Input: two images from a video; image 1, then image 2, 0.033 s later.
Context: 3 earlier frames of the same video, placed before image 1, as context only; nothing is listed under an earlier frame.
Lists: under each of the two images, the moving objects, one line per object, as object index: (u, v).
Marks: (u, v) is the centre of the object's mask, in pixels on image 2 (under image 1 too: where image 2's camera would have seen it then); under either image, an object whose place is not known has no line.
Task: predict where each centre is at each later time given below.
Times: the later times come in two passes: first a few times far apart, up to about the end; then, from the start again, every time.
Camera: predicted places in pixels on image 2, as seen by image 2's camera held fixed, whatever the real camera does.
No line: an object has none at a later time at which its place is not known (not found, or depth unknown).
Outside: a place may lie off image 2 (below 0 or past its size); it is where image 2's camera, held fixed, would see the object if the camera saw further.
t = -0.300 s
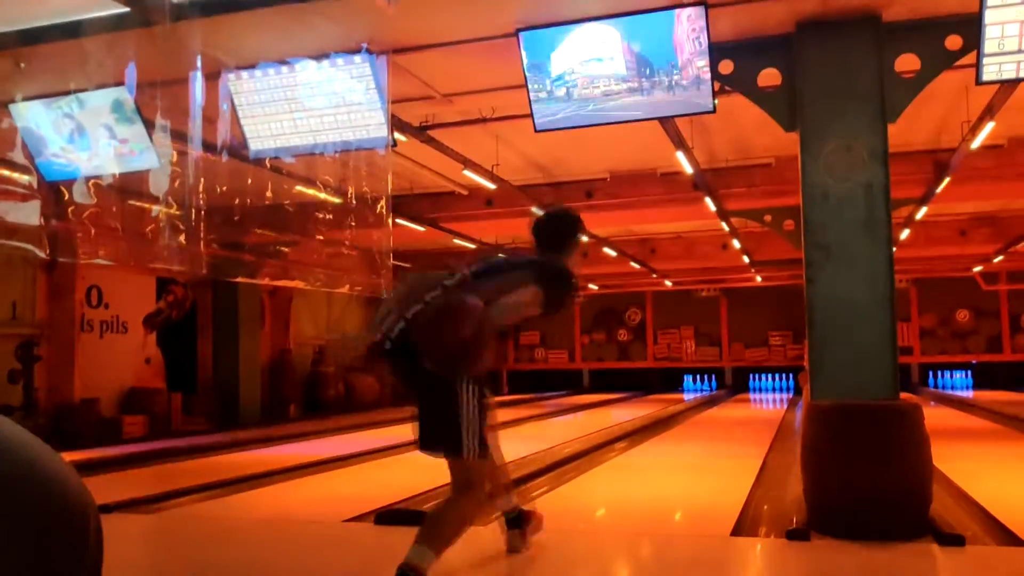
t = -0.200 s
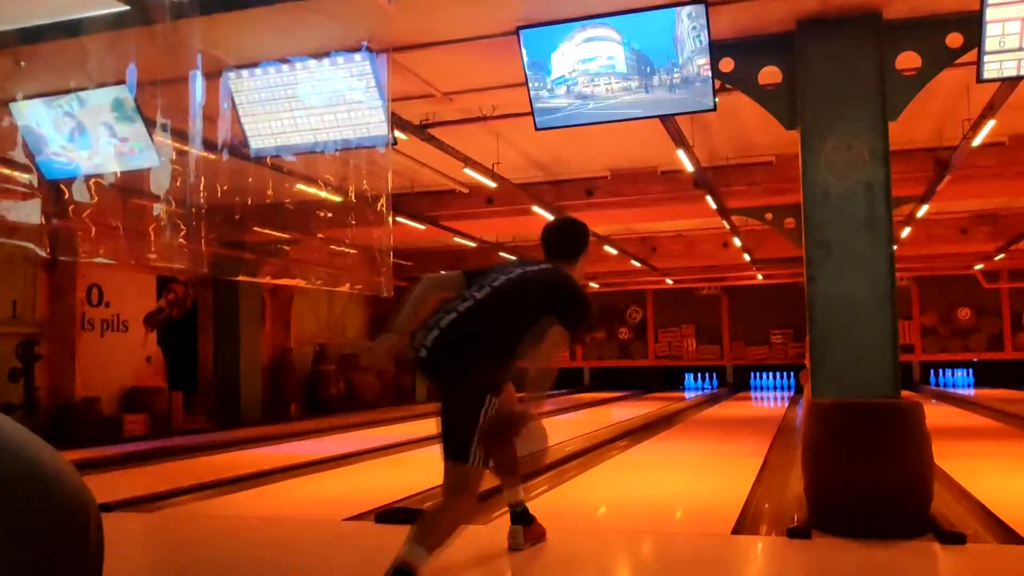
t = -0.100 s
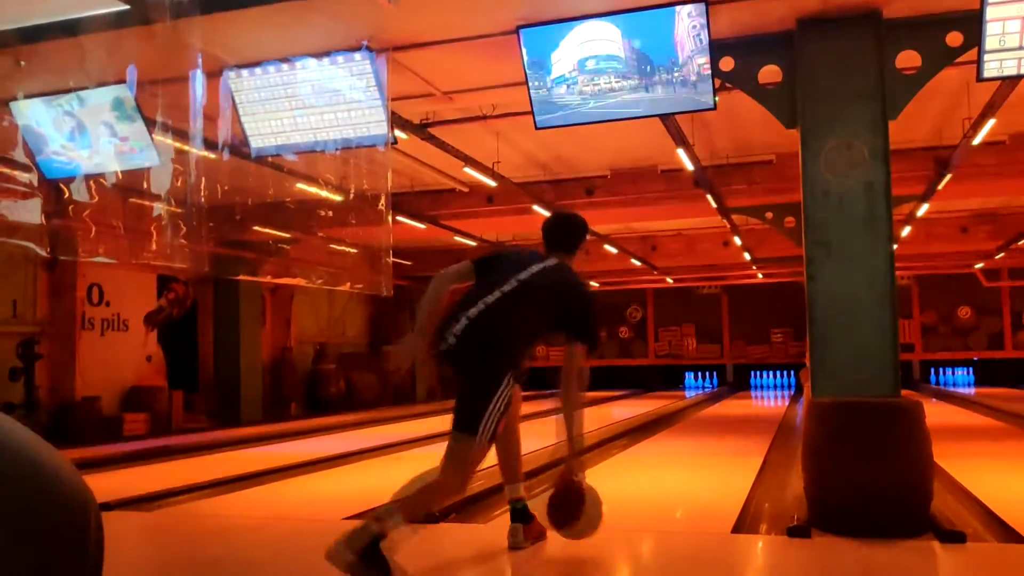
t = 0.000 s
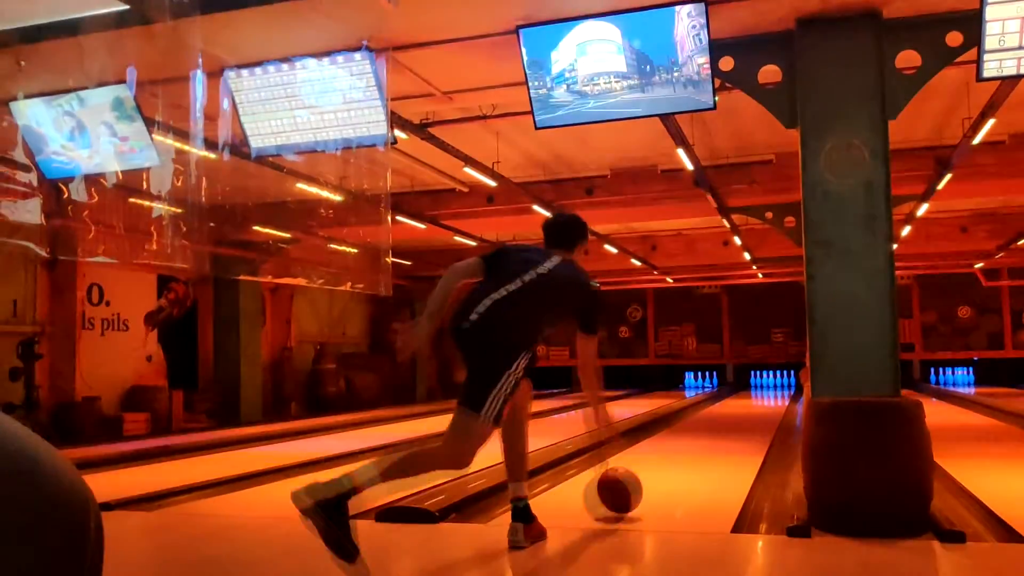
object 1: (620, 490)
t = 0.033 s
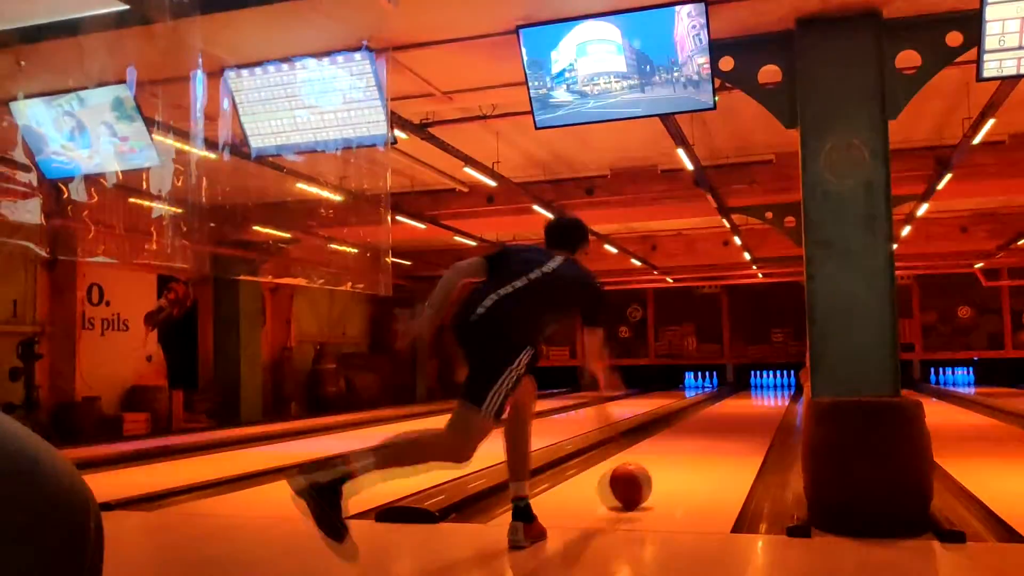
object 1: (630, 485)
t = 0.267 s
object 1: (681, 448)
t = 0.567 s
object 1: (712, 423)
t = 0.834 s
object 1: (729, 411)
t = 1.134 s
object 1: (743, 403)
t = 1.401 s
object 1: (751, 396)
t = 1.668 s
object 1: (758, 391)
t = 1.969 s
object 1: (763, 388)
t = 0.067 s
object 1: (640, 478)
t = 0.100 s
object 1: (649, 472)
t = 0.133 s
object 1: (656, 465)
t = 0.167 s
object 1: (664, 460)
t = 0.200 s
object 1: (669, 455)
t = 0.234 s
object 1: (674, 451)
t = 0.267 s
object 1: (681, 448)
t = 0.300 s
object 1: (685, 443)
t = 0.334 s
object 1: (690, 440)
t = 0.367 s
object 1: (693, 436)
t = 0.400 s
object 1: (697, 434)
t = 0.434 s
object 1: (701, 431)
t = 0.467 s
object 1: (704, 428)
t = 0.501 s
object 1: (706, 427)
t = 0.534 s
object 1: (710, 425)
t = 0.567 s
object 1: (712, 423)
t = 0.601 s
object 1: (715, 421)
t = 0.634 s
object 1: (717, 419)
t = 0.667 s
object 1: (720, 417)
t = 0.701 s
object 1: (722, 415)
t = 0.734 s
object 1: (724, 414)
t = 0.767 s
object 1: (726, 413)
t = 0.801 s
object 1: (728, 412)
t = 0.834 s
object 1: (729, 411)
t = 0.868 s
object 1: (731, 410)
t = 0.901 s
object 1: (733, 409)
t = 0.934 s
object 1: (735, 407)
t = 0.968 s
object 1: (736, 406)
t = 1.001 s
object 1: (737, 406)
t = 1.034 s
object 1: (739, 405)
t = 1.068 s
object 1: (740, 404)
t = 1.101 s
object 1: (742, 404)
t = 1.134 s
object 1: (743, 403)
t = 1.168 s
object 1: (744, 402)
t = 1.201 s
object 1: (745, 402)
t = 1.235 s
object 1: (746, 401)
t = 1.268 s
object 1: (747, 400)
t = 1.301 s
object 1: (748, 400)
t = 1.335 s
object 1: (749, 397)
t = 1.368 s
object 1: (750, 397)
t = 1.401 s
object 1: (751, 396)
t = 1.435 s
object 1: (752, 396)
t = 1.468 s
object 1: (752, 395)
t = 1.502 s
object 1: (753, 395)
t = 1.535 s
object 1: (754, 394)
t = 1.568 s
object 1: (755, 393)
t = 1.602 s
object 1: (756, 392)
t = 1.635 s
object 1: (756, 392)
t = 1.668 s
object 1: (758, 391)
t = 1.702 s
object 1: (758, 391)
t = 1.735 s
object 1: (759, 391)
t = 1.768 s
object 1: (760, 390)
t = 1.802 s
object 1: (760, 390)
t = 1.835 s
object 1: (760, 390)
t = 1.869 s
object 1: (761, 390)
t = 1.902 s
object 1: (762, 389)
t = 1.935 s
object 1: (762, 388)
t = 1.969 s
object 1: (763, 388)
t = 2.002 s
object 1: (763, 388)
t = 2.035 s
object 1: (764, 387)
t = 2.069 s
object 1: (765, 387)
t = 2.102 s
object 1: (765, 387)
